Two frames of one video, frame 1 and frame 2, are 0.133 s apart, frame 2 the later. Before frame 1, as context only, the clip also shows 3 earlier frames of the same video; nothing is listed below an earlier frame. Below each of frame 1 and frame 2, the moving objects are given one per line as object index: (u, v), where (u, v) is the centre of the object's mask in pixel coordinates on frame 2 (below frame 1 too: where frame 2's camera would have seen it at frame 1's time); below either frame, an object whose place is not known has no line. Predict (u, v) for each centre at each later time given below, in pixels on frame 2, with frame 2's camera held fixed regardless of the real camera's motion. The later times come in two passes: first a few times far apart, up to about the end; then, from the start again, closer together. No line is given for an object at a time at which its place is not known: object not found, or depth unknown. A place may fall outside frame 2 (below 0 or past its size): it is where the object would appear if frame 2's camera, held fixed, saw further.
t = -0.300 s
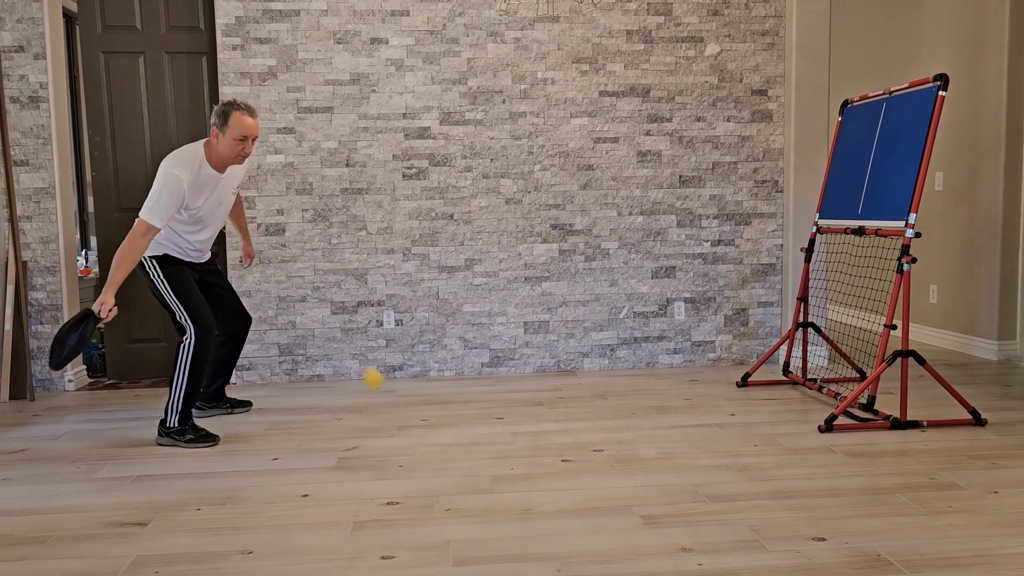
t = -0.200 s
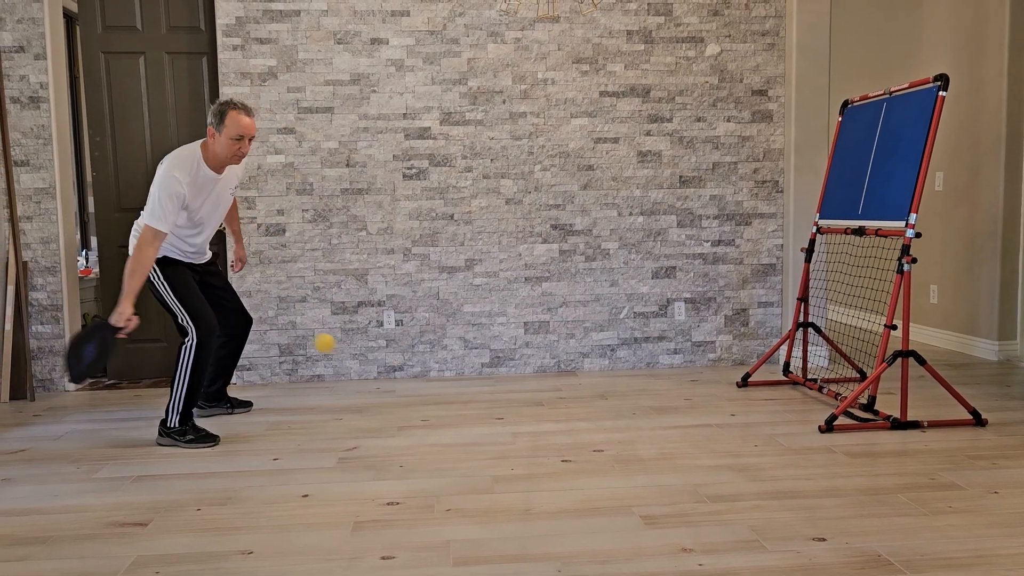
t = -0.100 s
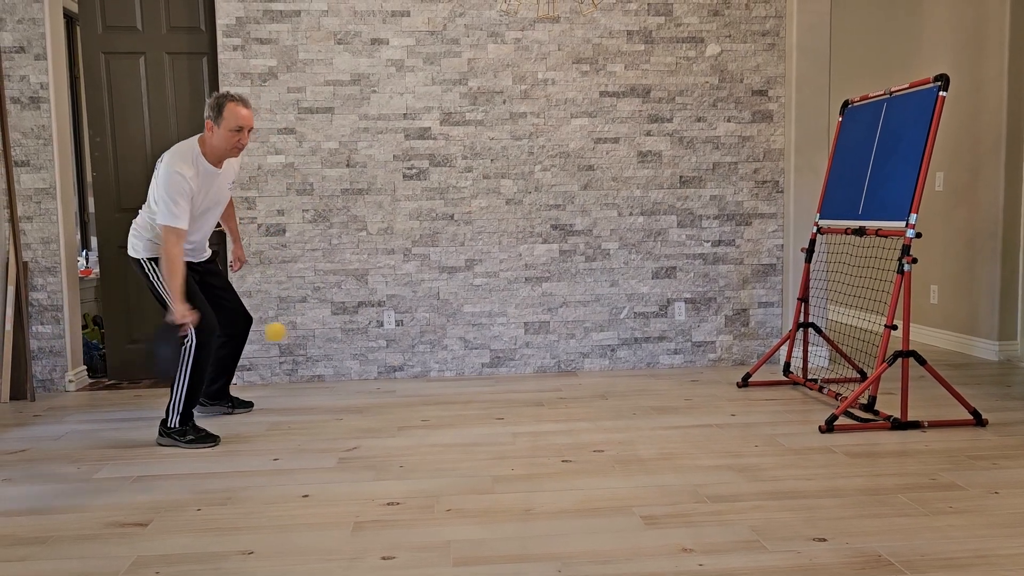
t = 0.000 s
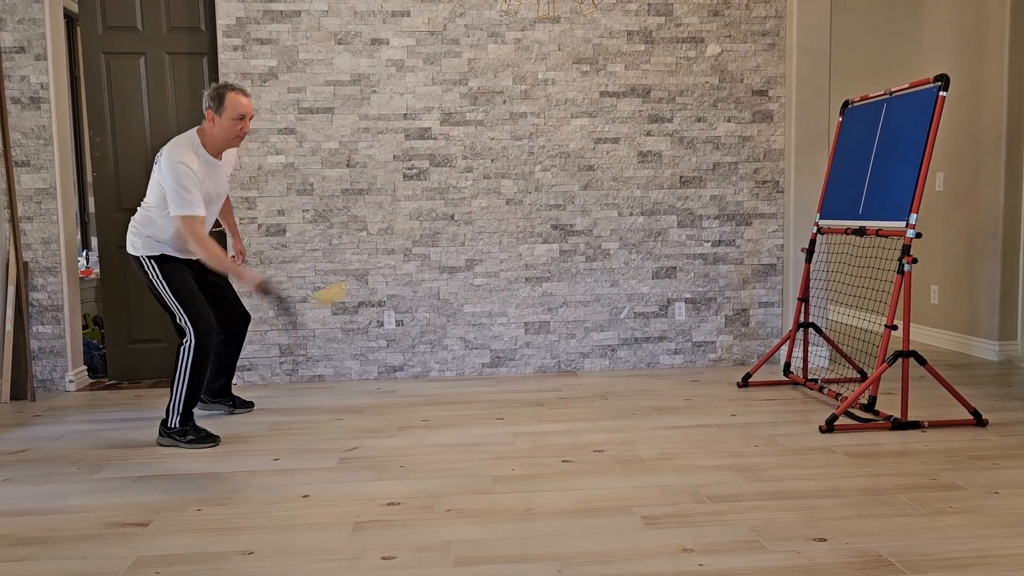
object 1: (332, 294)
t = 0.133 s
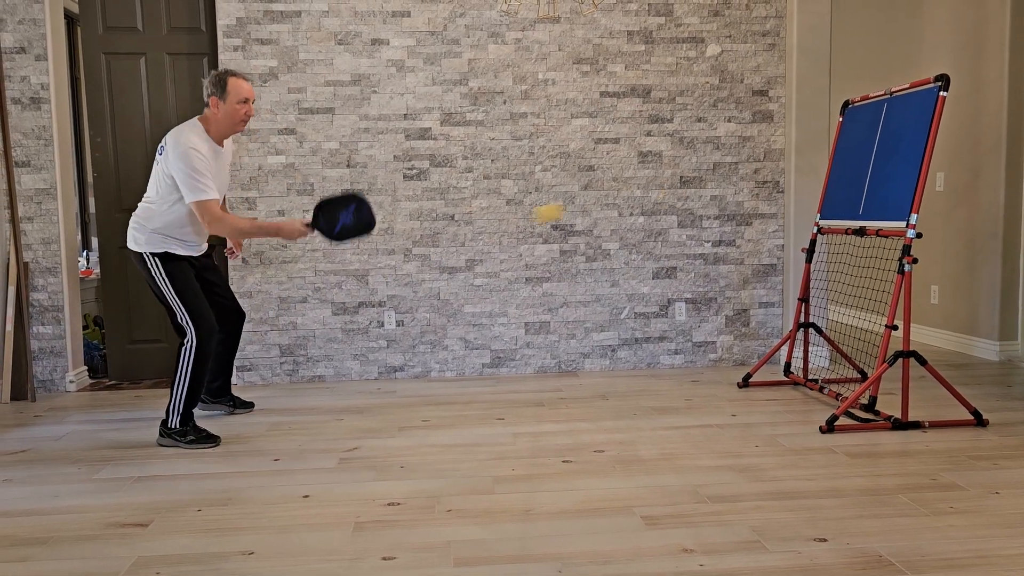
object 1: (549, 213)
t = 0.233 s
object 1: (693, 184)
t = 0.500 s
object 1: (797, 189)
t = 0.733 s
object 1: (621, 274)
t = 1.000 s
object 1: (458, 366)
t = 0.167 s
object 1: (598, 200)
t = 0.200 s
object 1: (646, 191)
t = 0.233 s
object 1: (693, 184)
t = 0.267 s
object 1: (737, 181)
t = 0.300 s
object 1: (779, 181)
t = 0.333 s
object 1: (823, 182)
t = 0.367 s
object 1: (861, 187)
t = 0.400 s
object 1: (877, 190)
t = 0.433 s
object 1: (850, 187)
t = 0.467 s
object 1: (825, 187)
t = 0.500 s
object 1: (797, 189)
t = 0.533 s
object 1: (770, 194)
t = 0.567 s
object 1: (744, 201)
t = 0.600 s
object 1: (719, 212)
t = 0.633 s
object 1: (694, 223)
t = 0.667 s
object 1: (669, 238)
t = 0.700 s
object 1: (645, 254)
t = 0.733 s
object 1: (621, 274)
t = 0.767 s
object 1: (596, 294)
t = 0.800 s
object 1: (572, 317)
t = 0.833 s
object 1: (549, 342)
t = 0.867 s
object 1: (527, 368)
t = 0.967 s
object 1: (472, 382)
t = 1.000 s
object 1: (458, 366)
